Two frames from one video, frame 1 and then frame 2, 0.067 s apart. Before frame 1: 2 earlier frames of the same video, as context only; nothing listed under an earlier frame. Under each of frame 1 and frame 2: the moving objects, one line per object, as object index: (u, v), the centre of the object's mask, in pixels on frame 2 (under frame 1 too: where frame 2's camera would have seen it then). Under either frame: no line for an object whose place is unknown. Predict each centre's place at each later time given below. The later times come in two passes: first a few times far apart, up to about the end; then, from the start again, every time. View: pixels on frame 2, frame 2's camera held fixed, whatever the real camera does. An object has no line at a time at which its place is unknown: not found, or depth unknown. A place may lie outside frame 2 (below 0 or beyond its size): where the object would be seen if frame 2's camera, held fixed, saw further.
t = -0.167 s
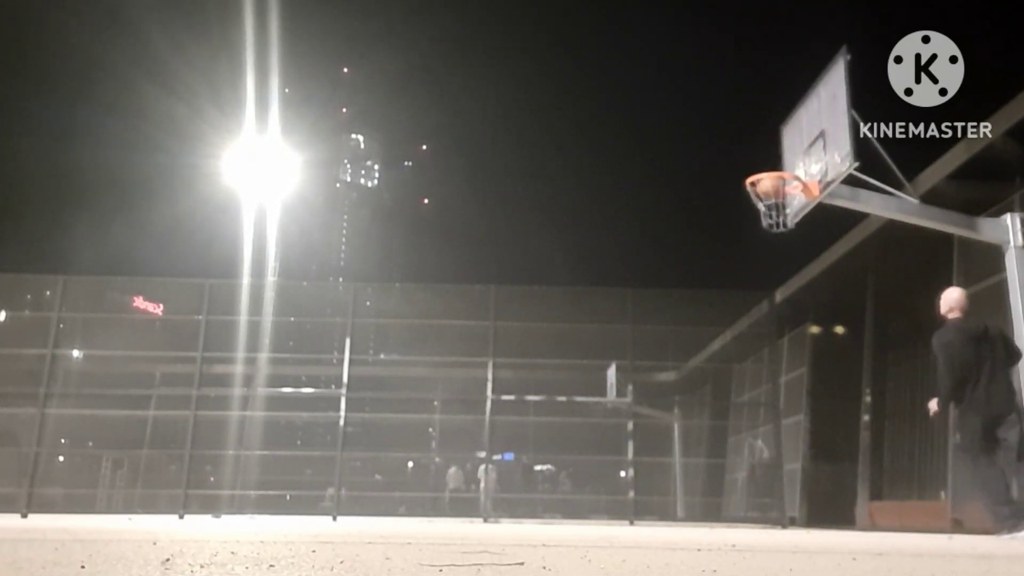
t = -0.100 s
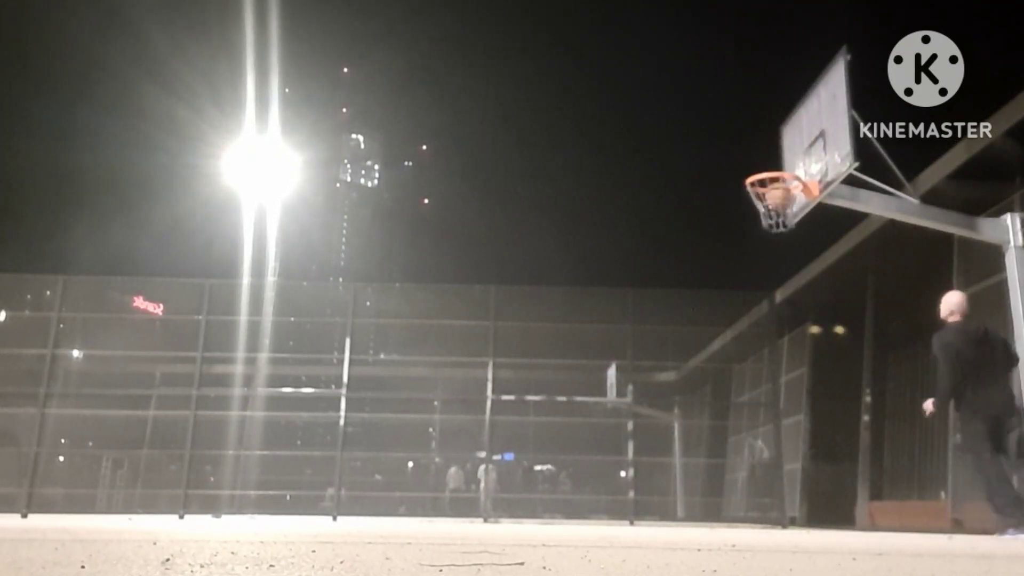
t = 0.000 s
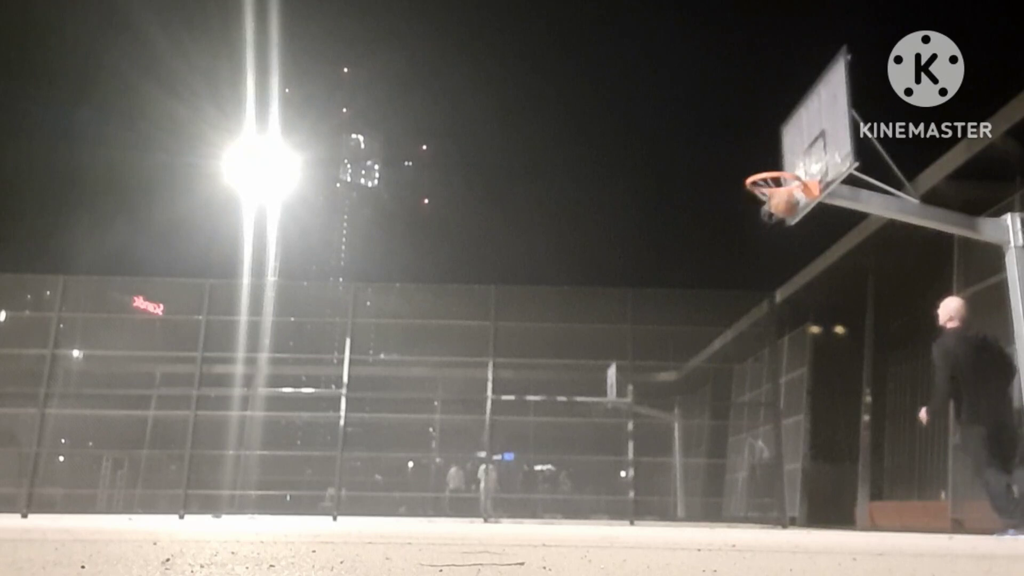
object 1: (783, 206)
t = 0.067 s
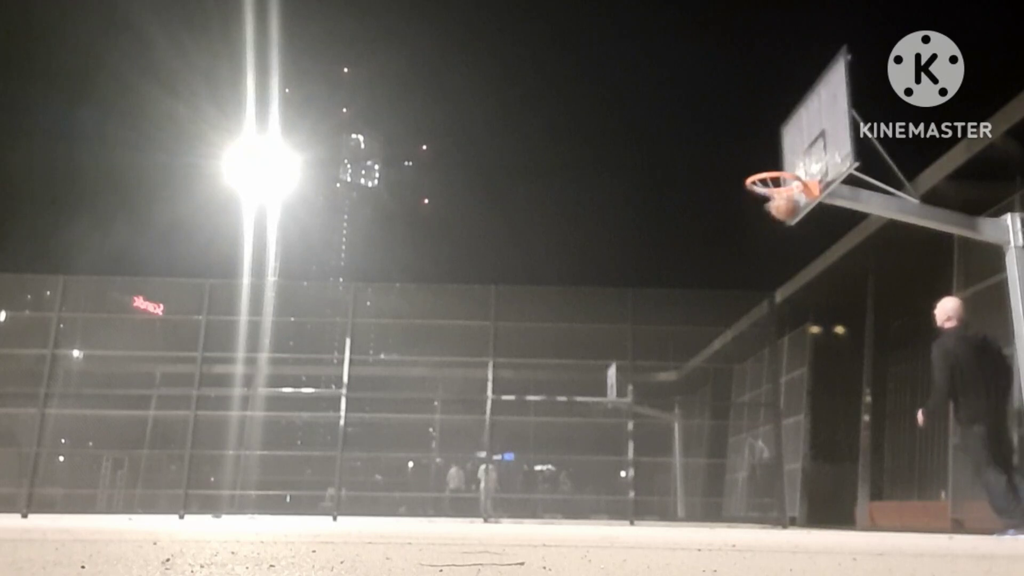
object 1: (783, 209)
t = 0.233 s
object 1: (784, 225)
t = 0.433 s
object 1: (784, 279)
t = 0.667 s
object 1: (788, 407)
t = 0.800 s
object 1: (794, 512)
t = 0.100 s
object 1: (782, 211)
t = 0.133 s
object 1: (784, 214)
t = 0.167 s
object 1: (784, 216)
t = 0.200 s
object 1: (784, 220)
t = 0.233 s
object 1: (784, 225)
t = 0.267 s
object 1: (784, 231)
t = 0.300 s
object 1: (784, 238)
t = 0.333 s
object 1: (784, 246)
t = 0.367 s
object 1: (784, 256)
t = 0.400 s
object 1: (784, 266)
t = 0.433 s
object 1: (784, 279)
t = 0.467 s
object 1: (785, 294)
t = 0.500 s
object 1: (785, 309)
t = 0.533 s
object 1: (786, 326)
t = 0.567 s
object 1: (787, 345)
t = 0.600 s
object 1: (787, 363)
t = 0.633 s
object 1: (788, 385)
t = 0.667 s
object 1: (788, 407)
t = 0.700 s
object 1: (789, 431)
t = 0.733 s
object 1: (790, 458)
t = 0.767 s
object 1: (791, 486)
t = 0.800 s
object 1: (794, 512)
